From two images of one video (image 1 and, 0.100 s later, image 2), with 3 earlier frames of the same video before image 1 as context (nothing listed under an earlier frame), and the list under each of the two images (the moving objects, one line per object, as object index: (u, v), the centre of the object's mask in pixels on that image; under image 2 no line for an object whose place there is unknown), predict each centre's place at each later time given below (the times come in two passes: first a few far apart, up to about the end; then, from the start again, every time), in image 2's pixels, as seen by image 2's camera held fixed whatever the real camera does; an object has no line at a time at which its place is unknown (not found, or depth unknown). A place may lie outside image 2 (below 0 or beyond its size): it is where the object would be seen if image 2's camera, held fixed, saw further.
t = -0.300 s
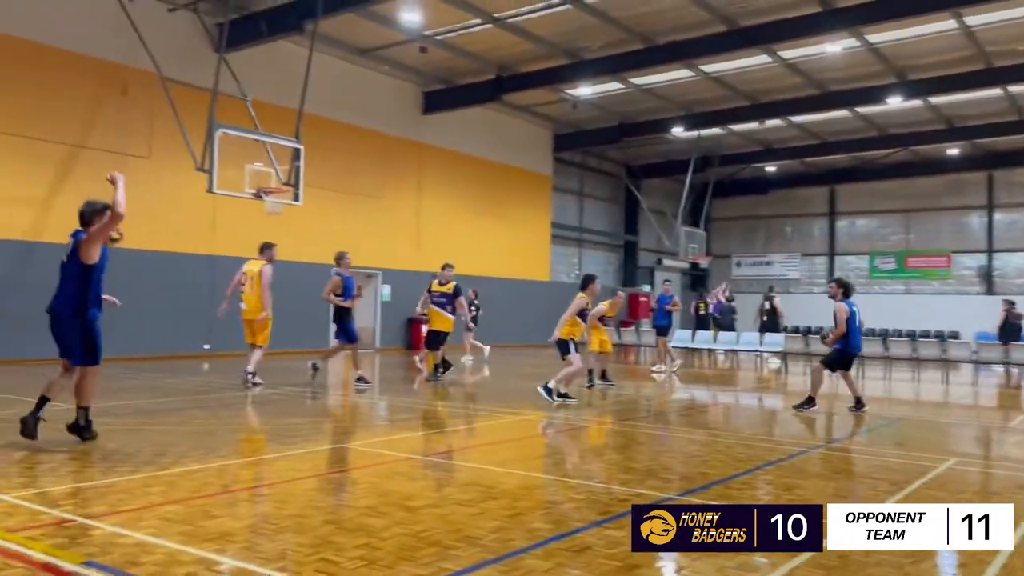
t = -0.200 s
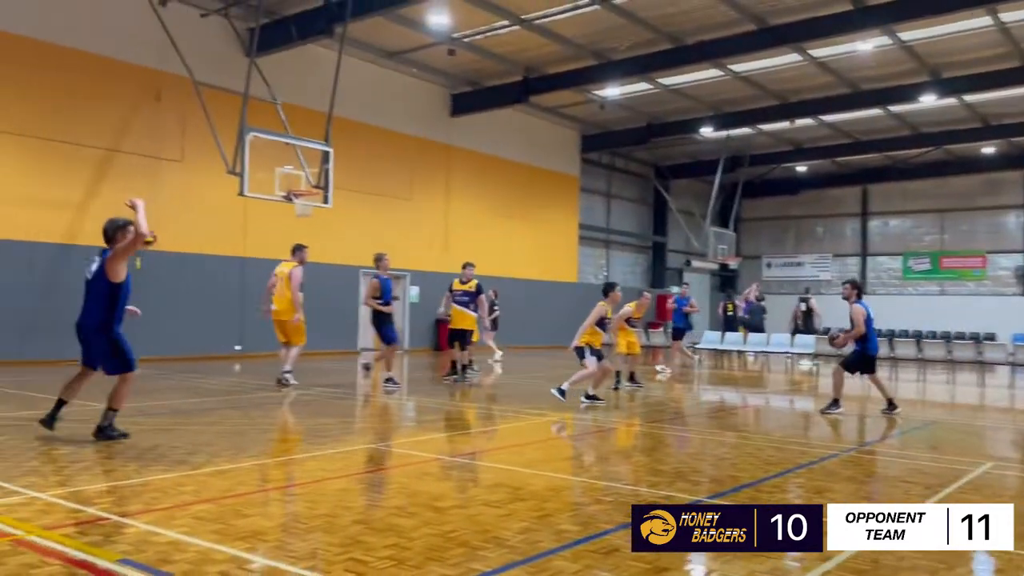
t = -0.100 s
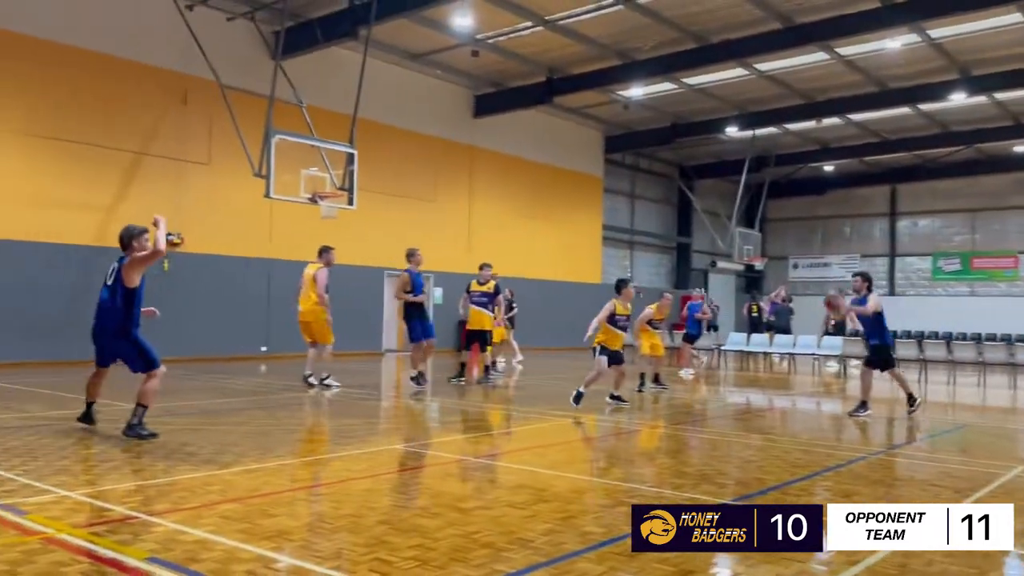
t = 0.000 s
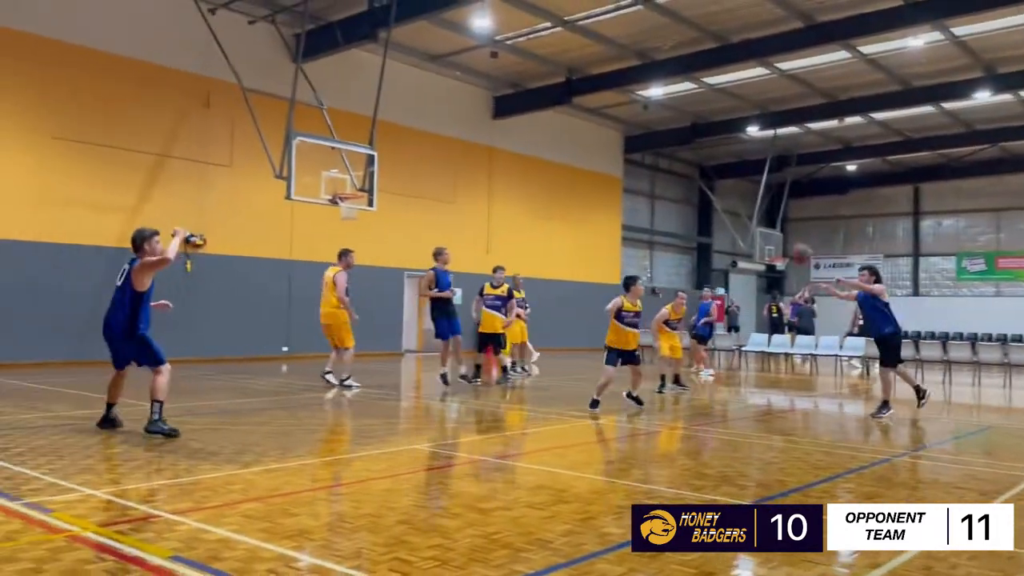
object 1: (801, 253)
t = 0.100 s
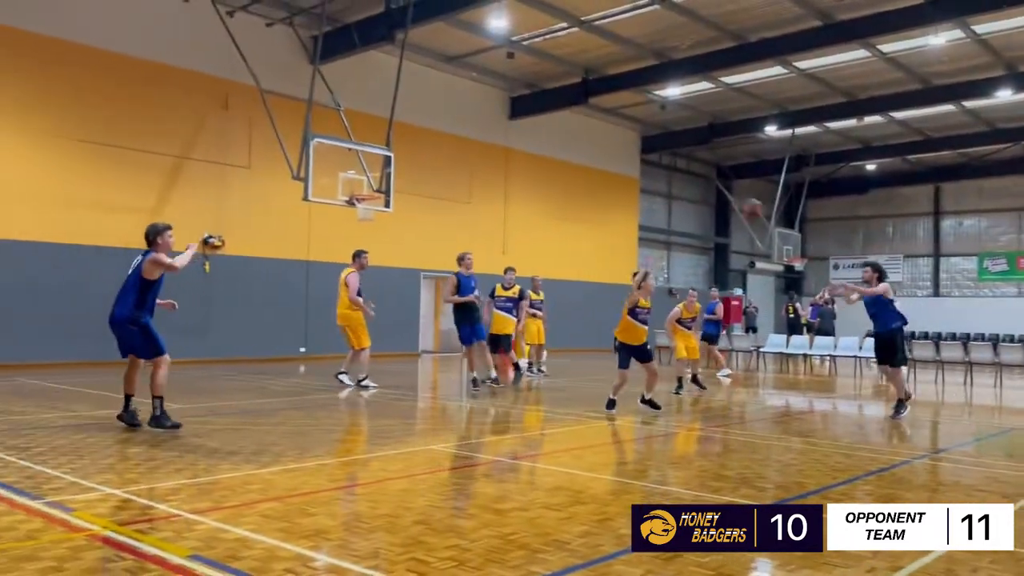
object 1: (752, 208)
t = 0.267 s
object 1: (636, 150)
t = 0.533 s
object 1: (428, 94)
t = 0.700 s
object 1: (280, 88)
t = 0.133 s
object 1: (729, 196)
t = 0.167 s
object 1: (707, 183)
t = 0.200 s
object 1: (683, 169)
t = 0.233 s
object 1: (661, 158)
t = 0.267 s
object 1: (636, 150)
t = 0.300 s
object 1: (613, 141)
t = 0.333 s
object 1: (587, 130)
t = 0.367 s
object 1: (562, 123)
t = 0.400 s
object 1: (535, 114)
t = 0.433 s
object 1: (511, 108)
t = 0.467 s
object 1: (482, 102)
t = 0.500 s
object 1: (456, 97)
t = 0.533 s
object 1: (428, 94)
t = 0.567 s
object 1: (399, 90)
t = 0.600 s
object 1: (371, 88)
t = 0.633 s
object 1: (342, 87)
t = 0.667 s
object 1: (311, 87)
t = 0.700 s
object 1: (280, 88)
